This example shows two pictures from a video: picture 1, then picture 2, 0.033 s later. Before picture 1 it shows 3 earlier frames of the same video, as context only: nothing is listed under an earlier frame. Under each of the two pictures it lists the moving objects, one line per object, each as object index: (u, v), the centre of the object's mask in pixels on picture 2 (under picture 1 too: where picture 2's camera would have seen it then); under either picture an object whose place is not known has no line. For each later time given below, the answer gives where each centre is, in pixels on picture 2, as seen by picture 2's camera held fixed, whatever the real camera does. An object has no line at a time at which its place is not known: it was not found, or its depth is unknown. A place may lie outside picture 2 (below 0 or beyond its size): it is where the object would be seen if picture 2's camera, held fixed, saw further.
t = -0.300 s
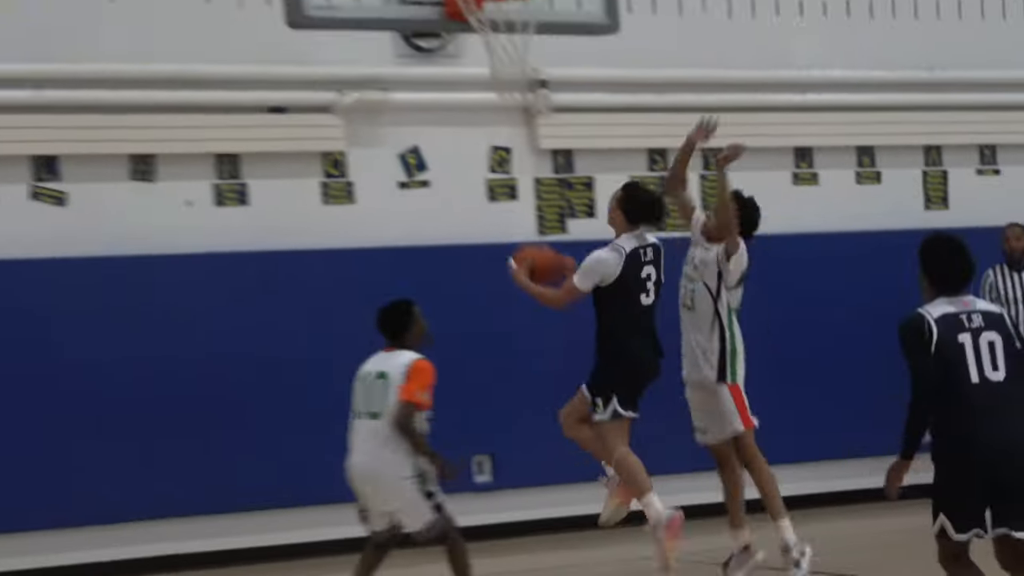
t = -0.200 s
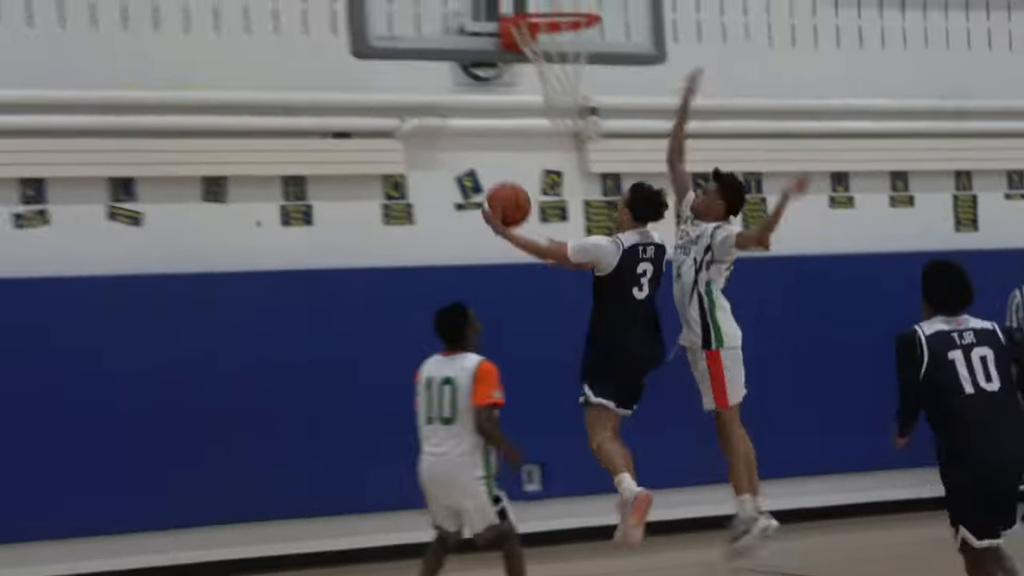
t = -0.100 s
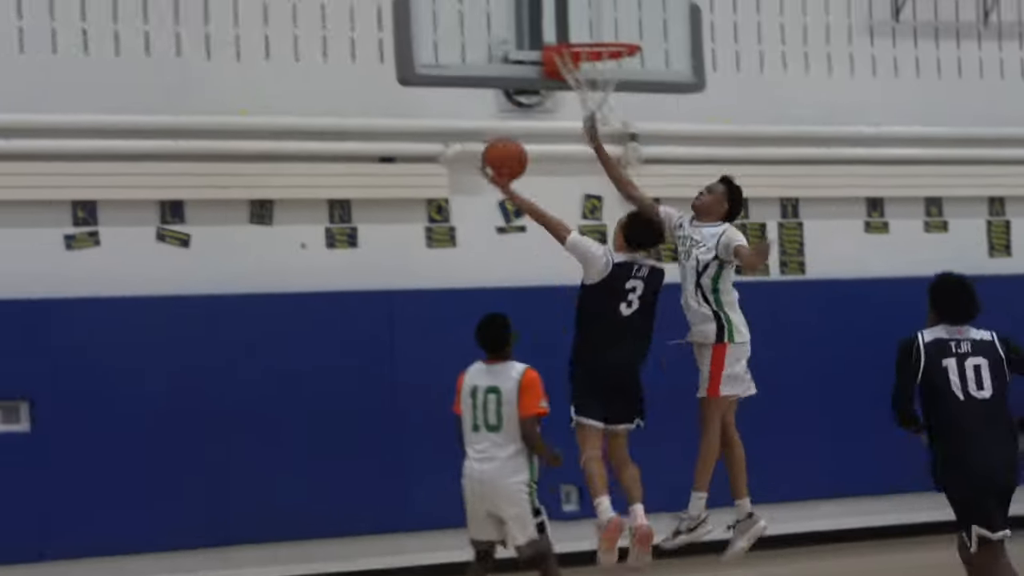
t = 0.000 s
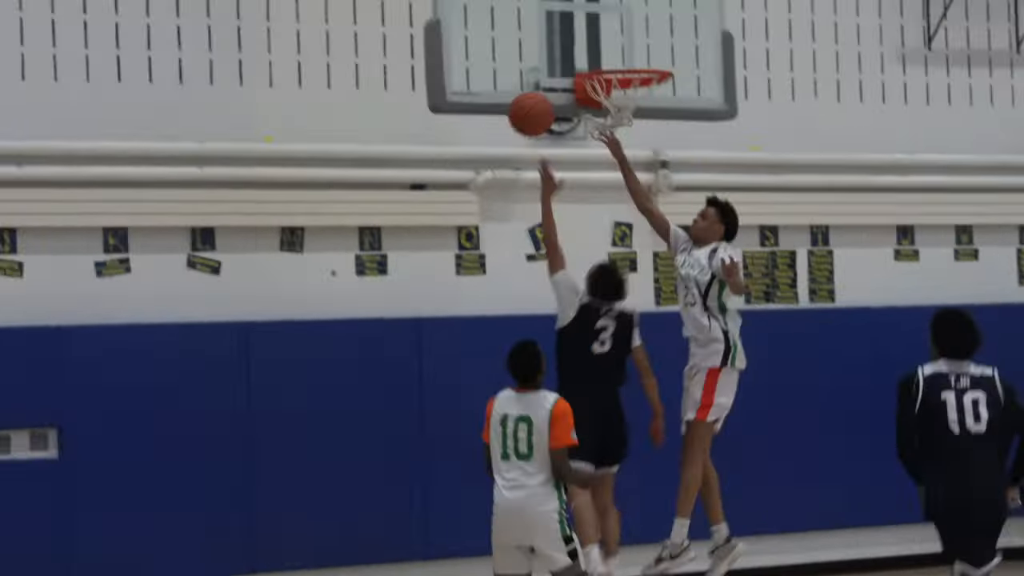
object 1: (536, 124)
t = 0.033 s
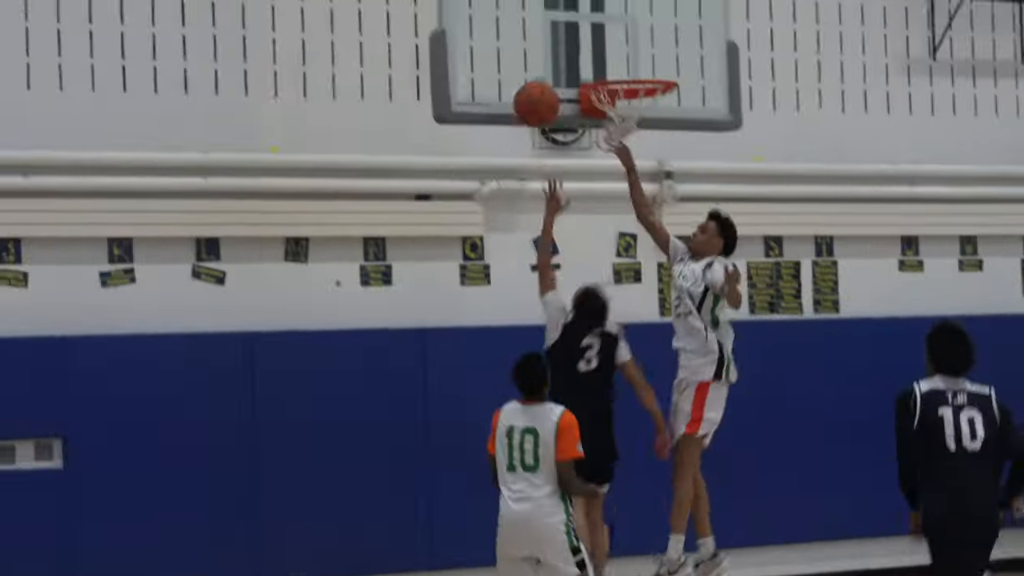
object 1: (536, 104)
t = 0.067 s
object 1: (536, 85)
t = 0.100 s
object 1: (536, 68)
